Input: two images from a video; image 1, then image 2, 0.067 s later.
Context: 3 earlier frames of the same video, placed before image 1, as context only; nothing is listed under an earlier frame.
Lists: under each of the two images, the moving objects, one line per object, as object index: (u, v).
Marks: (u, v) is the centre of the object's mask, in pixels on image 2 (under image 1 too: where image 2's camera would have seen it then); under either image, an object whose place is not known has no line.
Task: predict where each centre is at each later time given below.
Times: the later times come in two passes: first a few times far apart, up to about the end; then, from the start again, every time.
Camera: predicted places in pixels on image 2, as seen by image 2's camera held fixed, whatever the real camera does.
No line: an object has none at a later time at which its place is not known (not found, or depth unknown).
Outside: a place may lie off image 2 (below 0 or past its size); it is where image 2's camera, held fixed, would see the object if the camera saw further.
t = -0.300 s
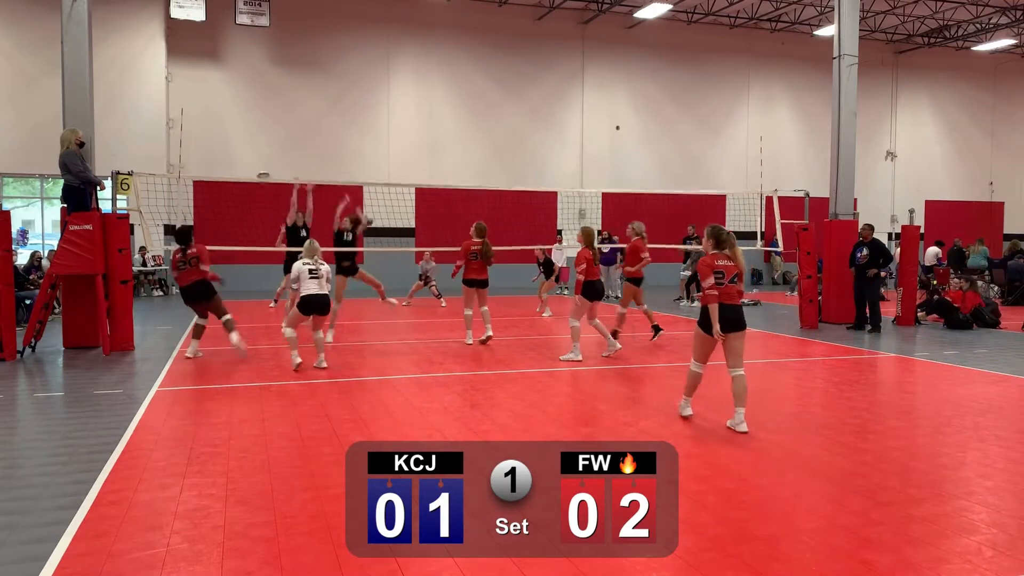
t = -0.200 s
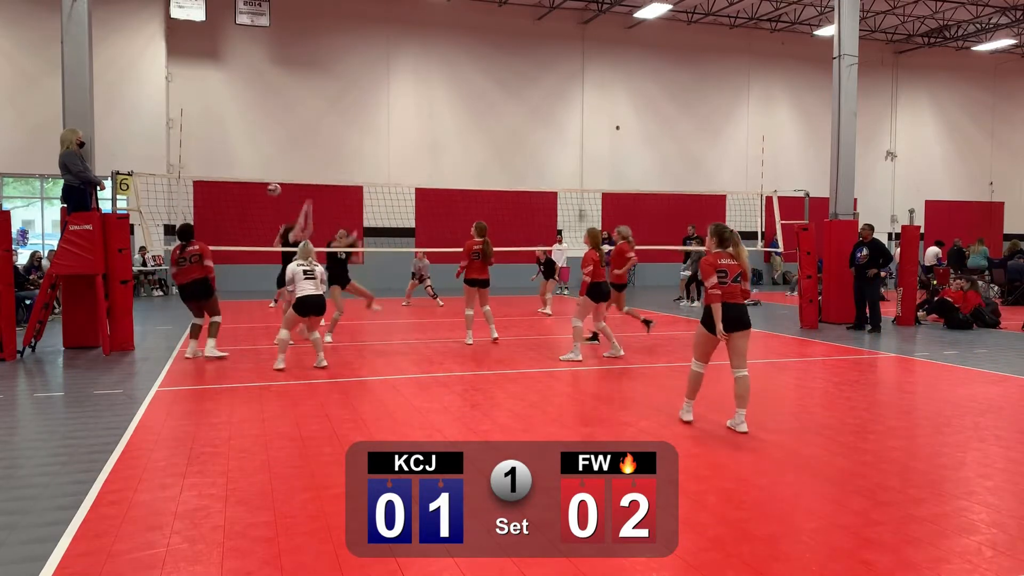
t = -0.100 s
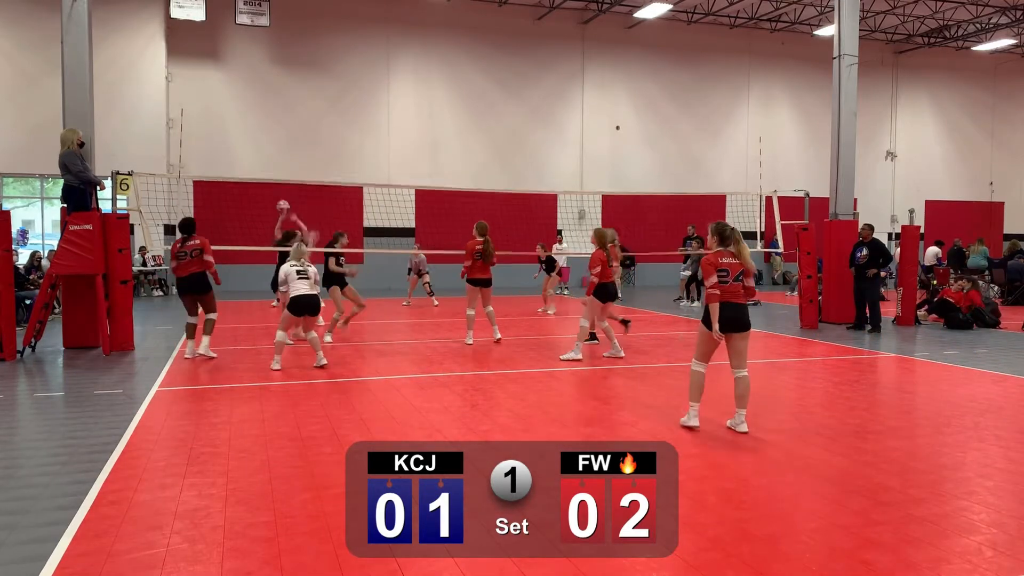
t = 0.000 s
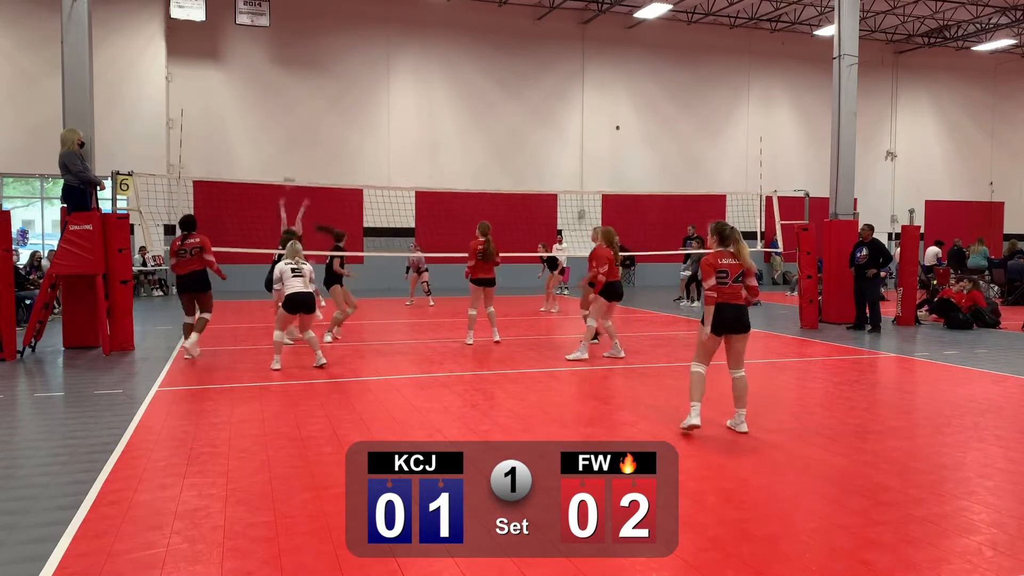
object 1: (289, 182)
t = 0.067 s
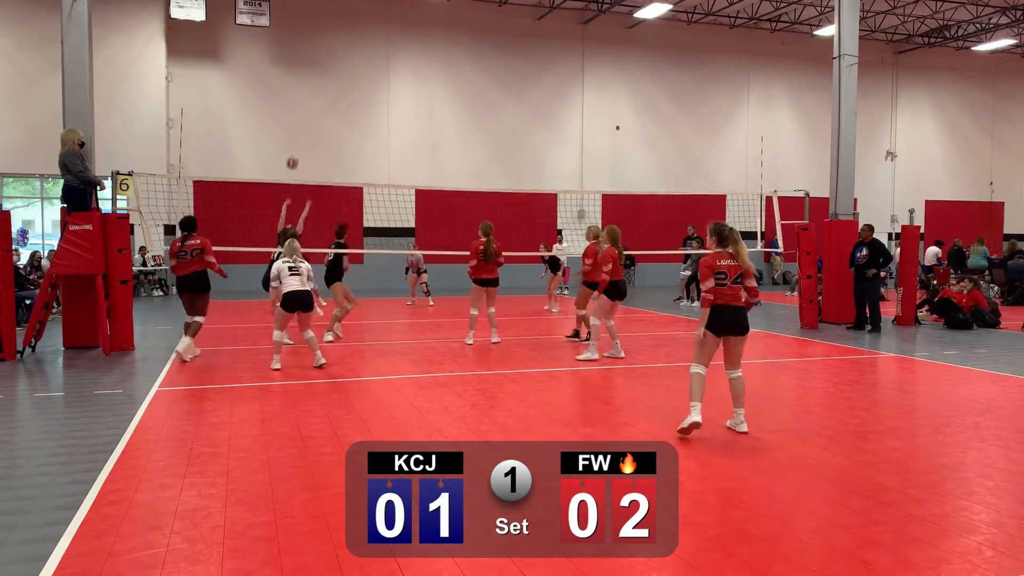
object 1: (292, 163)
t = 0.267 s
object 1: (300, 119)
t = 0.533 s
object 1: (312, 98)
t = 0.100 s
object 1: (294, 154)
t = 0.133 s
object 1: (295, 144)
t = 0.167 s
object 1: (296, 137)
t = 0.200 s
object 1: (297, 130)
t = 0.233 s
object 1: (299, 124)
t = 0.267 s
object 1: (300, 119)
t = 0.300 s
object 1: (301, 113)
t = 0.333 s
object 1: (303, 109)
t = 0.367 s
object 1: (305, 105)
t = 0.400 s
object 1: (306, 103)
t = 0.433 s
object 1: (308, 100)
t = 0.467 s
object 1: (309, 98)
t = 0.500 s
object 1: (311, 98)
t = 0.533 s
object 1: (312, 98)
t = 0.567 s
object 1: (314, 98)
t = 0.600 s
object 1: (315, 99)
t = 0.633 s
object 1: (317, 100)
